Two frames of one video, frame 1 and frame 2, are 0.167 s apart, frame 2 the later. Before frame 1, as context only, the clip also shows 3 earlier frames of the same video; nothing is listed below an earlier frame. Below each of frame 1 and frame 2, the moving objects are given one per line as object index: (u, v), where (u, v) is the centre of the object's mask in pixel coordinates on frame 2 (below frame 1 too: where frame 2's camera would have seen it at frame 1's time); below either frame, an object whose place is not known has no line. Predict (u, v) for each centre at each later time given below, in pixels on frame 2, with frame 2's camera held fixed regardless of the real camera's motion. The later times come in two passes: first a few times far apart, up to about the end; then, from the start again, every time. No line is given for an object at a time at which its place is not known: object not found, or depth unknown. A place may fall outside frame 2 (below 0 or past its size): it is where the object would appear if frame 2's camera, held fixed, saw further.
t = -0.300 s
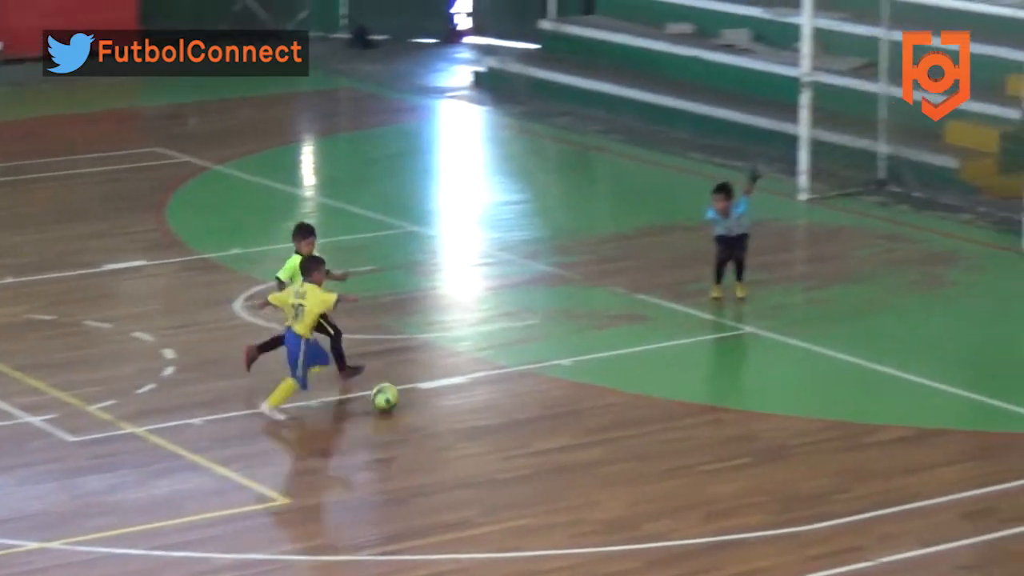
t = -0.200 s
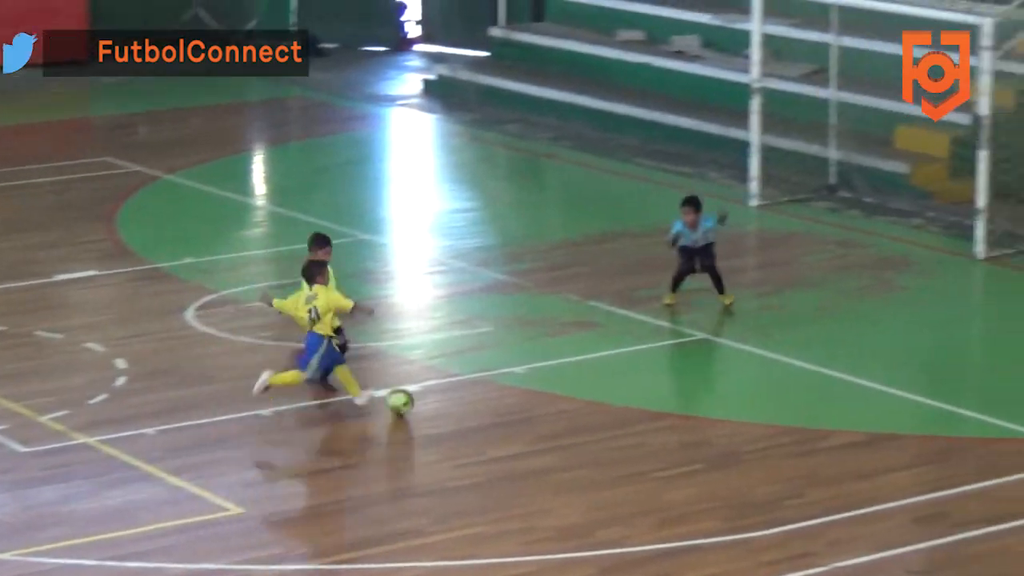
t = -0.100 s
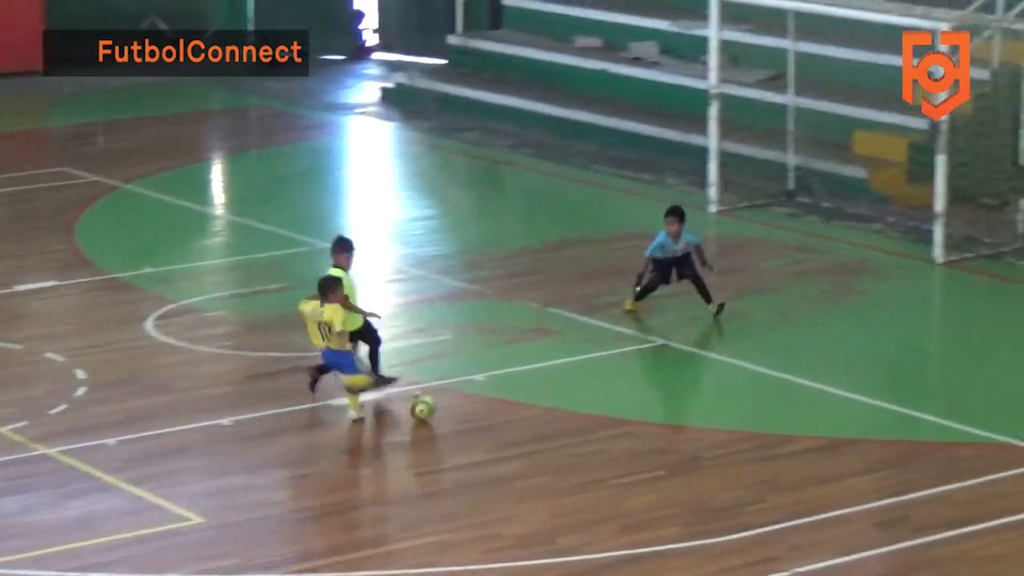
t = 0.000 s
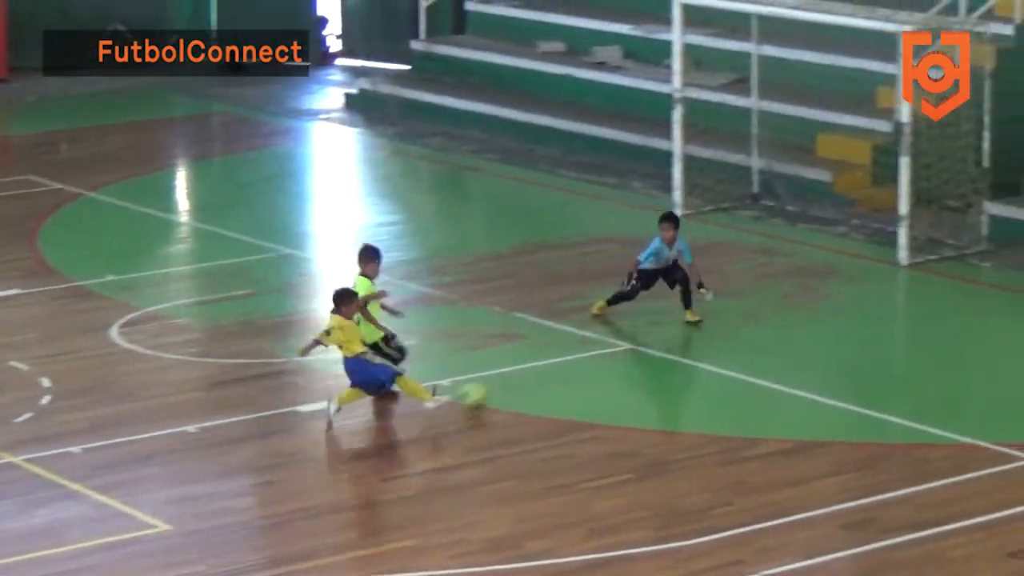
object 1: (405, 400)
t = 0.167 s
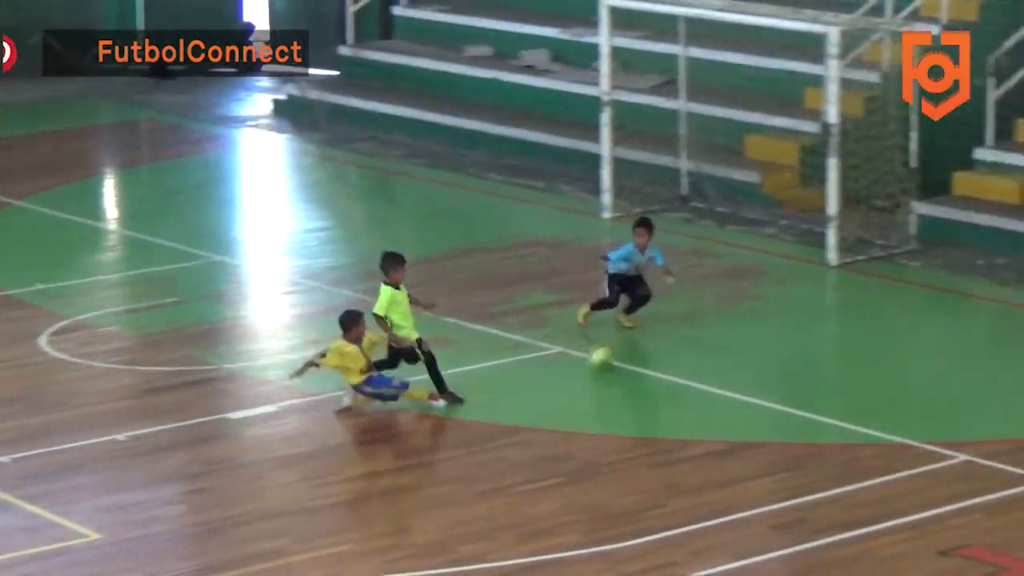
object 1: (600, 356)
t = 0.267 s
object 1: (700, 336)
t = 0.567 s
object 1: (952, 279)
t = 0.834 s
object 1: (1031, 237)
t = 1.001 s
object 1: (973, 238)
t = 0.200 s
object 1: (634, 348)
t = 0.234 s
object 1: (668, 341)
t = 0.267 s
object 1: (700, 336)
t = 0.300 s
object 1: (732, 326)
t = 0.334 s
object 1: (761, 318)
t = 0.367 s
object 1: (791, 314)
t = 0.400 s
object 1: (821, 308)
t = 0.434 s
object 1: (848, 300)
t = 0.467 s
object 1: (875, 296)
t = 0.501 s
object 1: (901, 290)
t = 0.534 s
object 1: (927, 285)
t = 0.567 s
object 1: (952, 279)
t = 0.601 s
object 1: (977, 274)
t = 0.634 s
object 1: (999, 268)
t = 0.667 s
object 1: (1022, 262)
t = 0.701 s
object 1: (1043, 257)
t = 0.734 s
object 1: (1064, 252)
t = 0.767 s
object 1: (1055, 247)
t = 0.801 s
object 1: (1043, 241)
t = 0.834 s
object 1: (1031, 237)
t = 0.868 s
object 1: (1021, 235)
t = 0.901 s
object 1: (1007, 236)
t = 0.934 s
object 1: (995, 235)
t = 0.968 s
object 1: (985, 234)
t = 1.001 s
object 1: (973, 238)
